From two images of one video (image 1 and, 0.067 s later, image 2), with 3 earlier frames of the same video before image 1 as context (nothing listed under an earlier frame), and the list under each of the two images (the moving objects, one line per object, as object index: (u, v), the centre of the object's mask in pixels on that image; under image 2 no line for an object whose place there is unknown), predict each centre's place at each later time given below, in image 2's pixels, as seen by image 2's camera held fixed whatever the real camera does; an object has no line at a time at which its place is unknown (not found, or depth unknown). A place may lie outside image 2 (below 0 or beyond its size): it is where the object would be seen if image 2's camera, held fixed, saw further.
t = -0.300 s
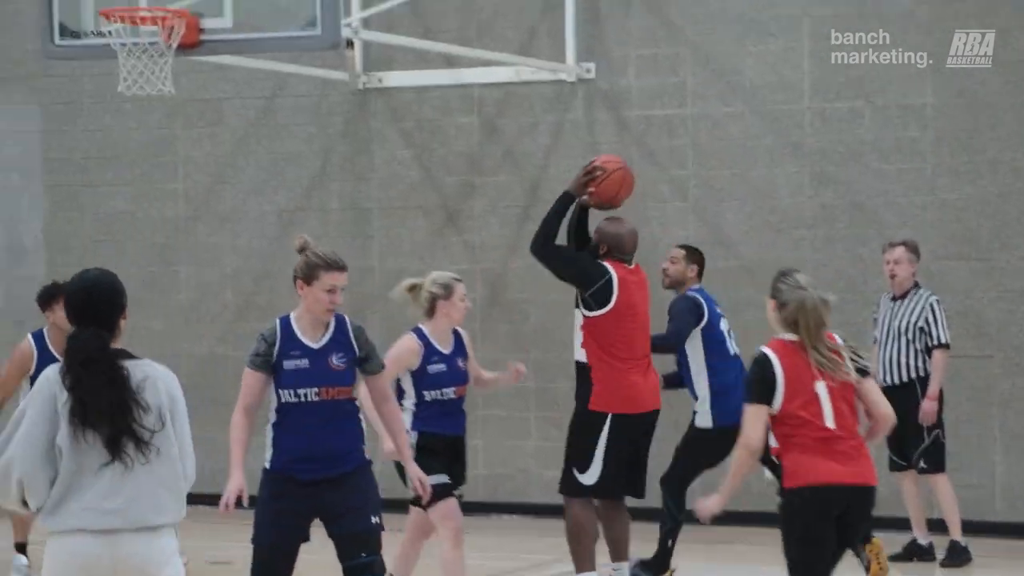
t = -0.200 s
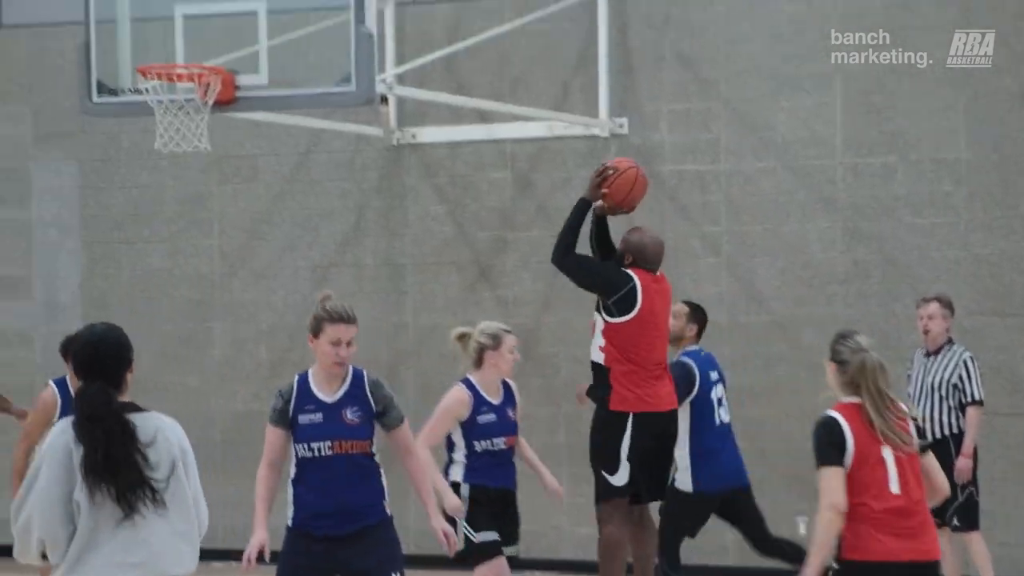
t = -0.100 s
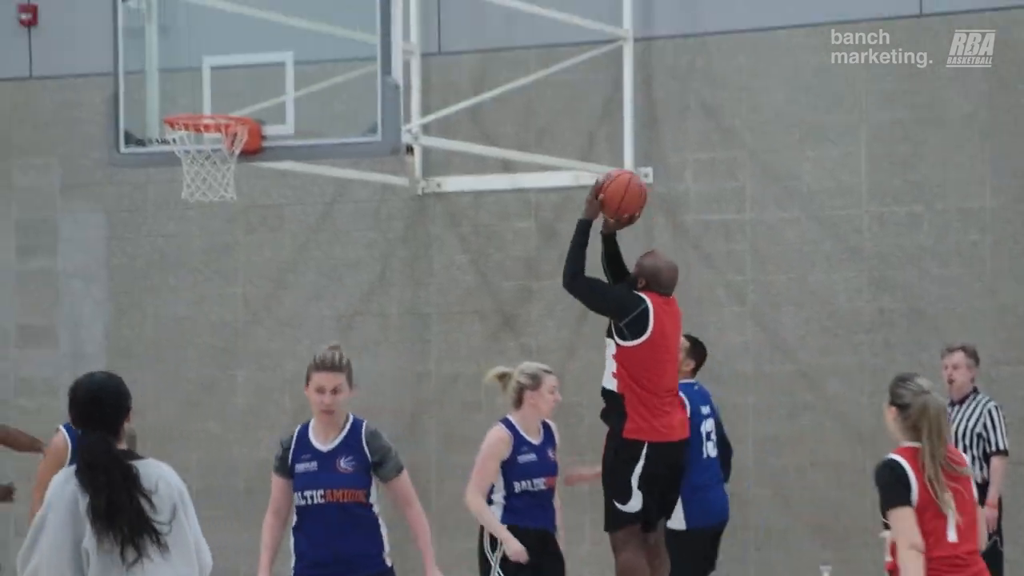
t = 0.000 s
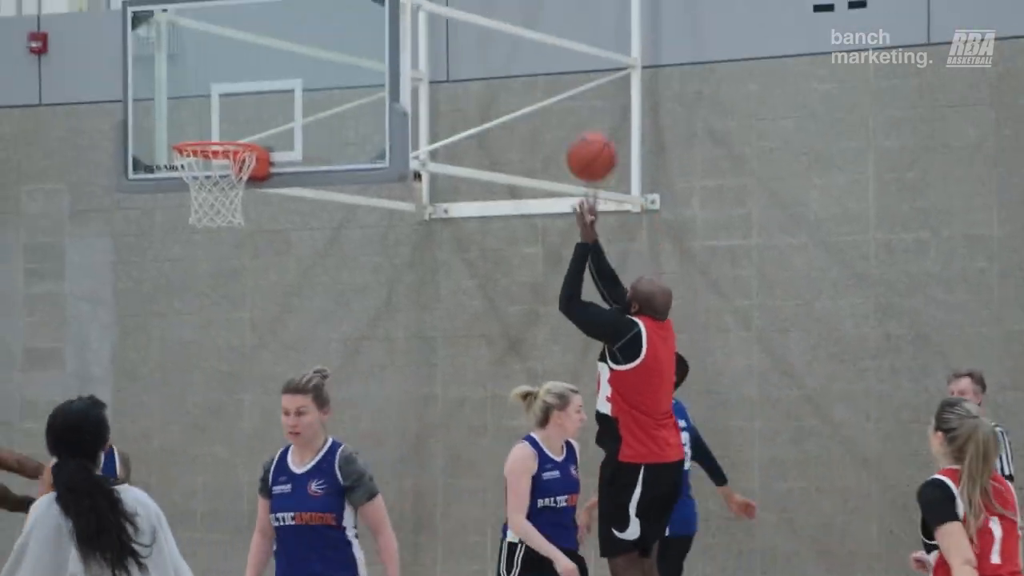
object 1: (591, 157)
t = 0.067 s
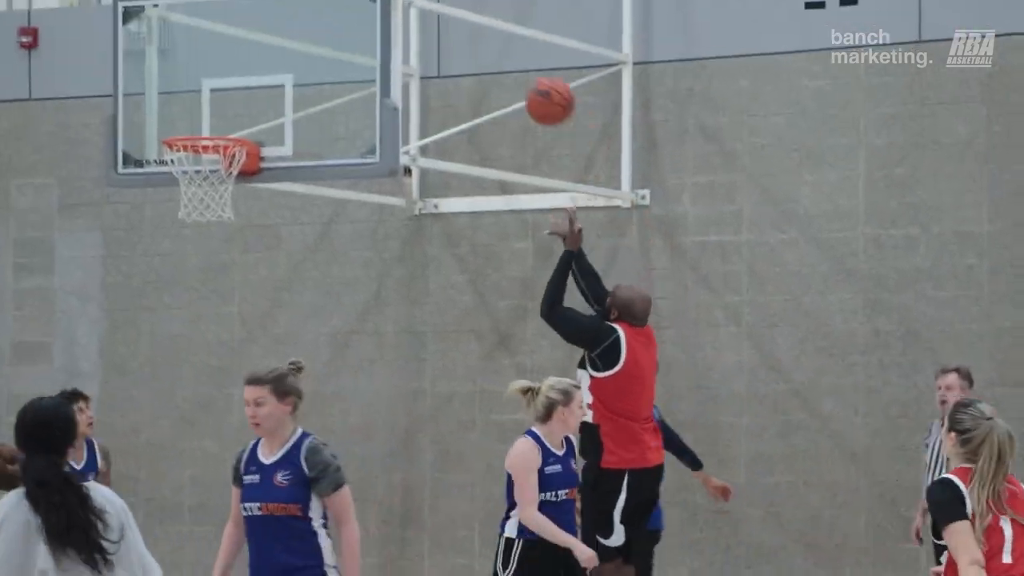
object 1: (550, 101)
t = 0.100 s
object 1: (535, 79)
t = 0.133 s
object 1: (520, 61)
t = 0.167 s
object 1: (505, 44)
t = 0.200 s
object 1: (491, 36)
